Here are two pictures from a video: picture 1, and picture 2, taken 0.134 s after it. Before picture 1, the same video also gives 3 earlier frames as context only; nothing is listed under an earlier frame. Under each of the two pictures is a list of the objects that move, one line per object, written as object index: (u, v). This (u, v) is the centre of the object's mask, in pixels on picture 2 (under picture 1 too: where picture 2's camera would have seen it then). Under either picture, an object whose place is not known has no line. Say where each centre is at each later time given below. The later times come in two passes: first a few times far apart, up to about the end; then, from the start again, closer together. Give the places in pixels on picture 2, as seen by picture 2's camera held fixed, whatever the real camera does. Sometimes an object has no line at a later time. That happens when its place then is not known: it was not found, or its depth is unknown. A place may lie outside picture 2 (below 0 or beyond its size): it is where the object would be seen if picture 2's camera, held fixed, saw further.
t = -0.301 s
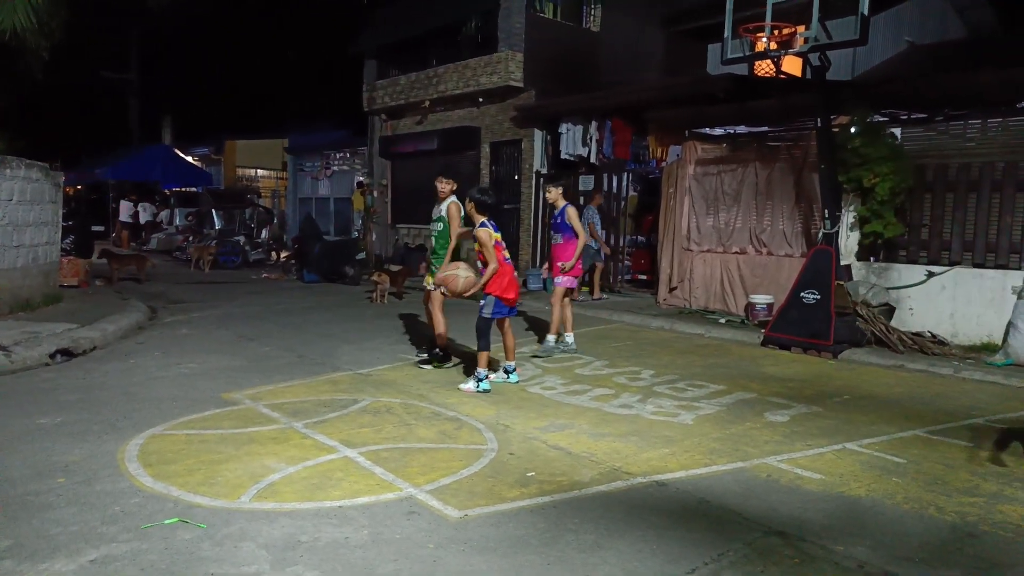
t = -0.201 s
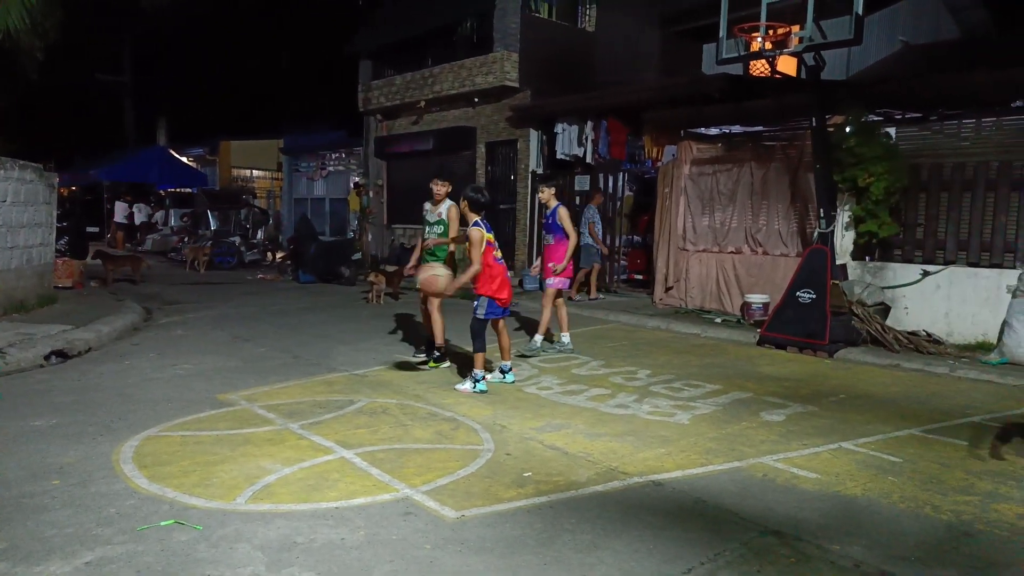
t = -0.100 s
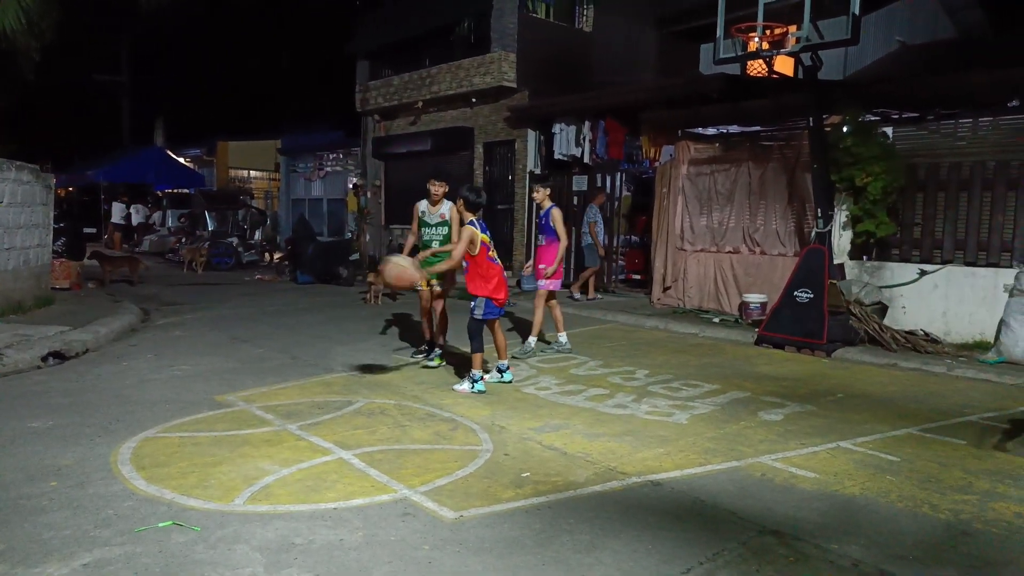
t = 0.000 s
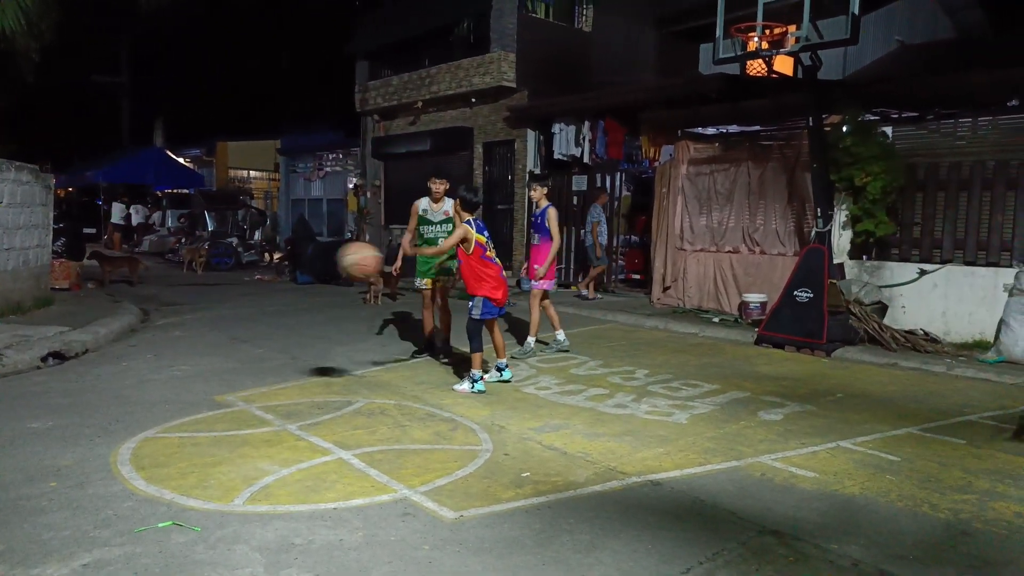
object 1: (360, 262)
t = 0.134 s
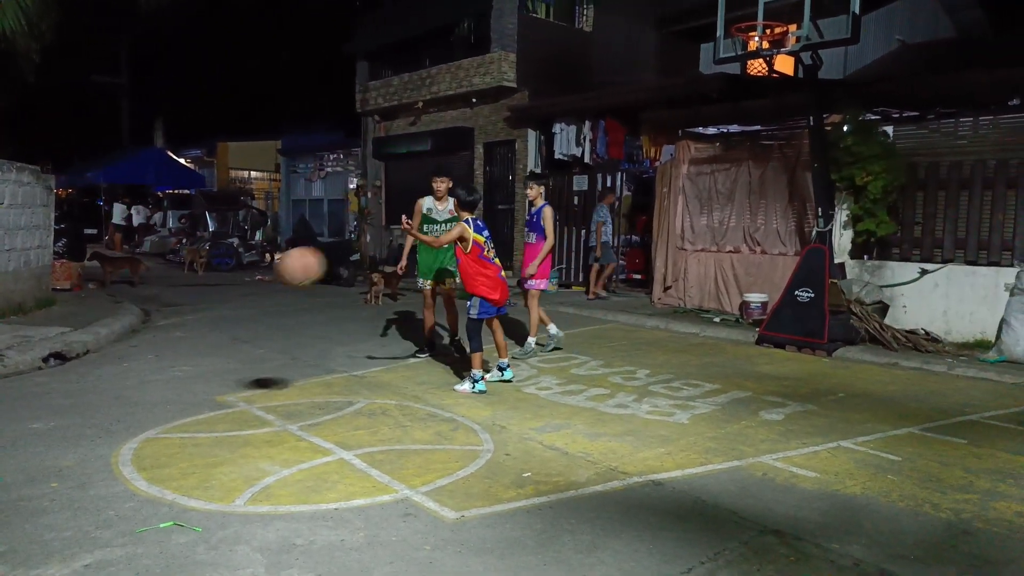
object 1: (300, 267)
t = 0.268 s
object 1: (231, 306)
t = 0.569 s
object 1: (44, 384)
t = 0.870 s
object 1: (-167, 353)
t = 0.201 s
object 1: (266, 282)
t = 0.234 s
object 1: (249, 293)
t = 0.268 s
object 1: (231, 306)
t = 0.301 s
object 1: (212, 322)
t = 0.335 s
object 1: (192, 342)
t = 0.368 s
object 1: (172, 363)
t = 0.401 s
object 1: (152, 389)
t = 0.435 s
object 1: (127, 423)
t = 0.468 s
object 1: (105, 434)
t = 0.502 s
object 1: (86, 415)
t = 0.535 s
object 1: (65, 398)
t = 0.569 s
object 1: (44, 384)
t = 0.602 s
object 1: (23, 372)
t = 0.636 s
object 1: (2, 361)
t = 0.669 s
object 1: (-24, 353)
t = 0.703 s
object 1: (-46, 347)
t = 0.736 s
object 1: (-71, 343)
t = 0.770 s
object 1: (-96, 342)
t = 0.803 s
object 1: (-118, 343)
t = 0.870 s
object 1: (-167, 353)
